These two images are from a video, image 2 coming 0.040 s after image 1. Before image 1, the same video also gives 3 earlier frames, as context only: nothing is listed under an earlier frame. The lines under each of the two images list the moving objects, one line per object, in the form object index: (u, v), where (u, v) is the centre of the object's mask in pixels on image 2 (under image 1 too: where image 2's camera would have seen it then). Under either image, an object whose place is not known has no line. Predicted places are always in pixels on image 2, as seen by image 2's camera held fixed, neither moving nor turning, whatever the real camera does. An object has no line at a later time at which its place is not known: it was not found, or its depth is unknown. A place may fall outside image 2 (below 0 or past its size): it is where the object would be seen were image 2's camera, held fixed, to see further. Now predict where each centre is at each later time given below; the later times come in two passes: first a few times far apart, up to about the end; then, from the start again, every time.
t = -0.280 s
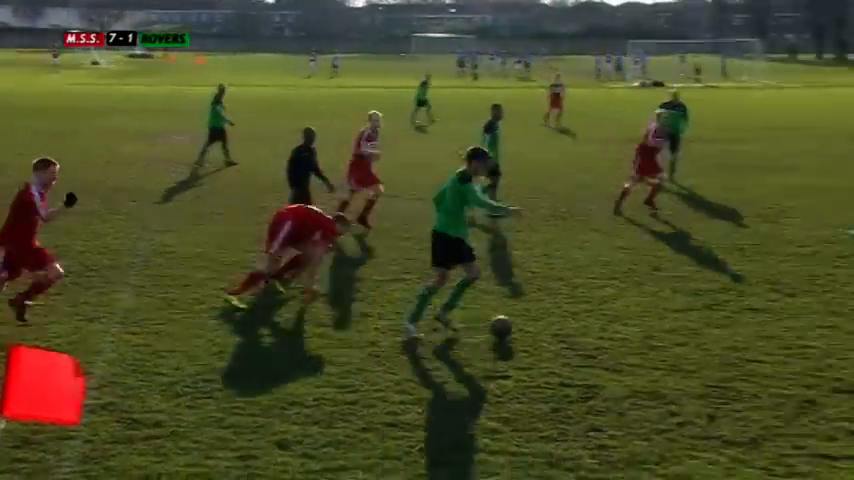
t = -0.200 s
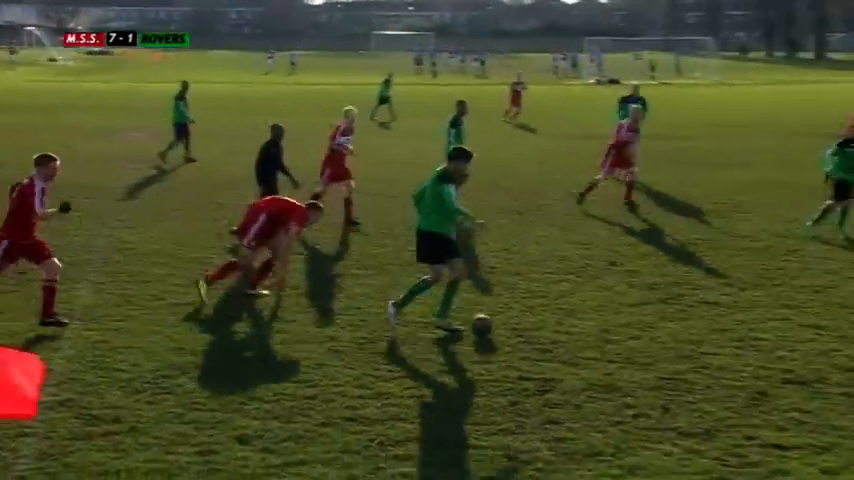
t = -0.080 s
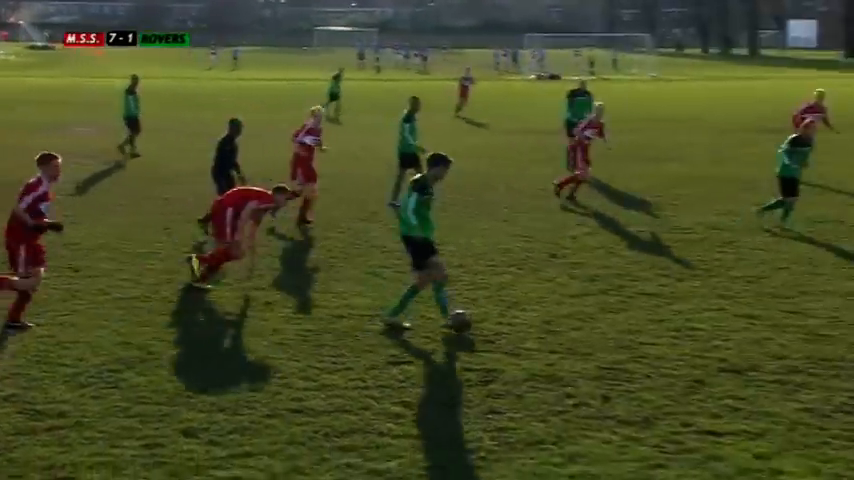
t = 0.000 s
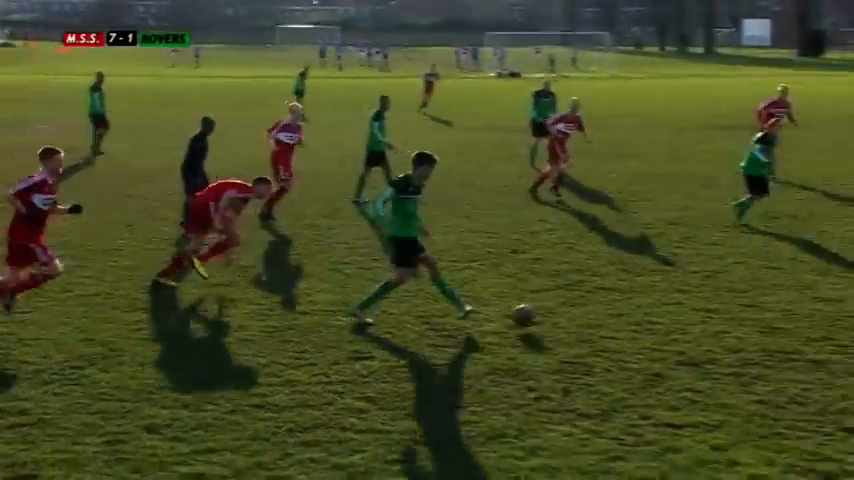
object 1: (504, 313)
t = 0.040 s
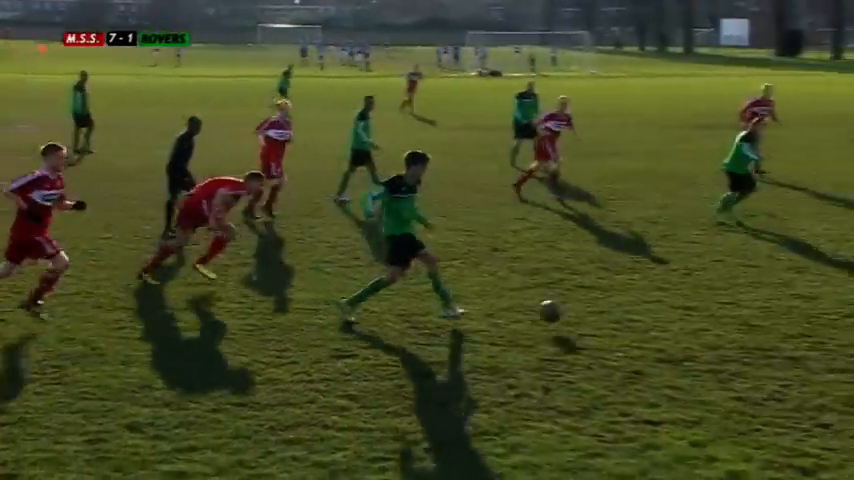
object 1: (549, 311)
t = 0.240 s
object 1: (788, 325)
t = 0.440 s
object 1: (987, 319)
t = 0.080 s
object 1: (597, 309)
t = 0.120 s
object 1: (647, 310)
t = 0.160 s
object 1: (690, 313)
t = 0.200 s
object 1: (739, 320)
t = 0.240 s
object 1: (788, 325)
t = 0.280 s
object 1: (827, 323)
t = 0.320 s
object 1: (872, 325)
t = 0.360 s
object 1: (911, 325)
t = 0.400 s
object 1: (948, 327)
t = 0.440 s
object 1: (987, 319)
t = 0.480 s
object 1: (1025, 316)
